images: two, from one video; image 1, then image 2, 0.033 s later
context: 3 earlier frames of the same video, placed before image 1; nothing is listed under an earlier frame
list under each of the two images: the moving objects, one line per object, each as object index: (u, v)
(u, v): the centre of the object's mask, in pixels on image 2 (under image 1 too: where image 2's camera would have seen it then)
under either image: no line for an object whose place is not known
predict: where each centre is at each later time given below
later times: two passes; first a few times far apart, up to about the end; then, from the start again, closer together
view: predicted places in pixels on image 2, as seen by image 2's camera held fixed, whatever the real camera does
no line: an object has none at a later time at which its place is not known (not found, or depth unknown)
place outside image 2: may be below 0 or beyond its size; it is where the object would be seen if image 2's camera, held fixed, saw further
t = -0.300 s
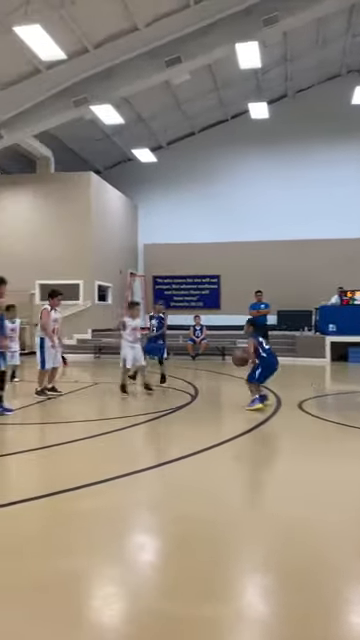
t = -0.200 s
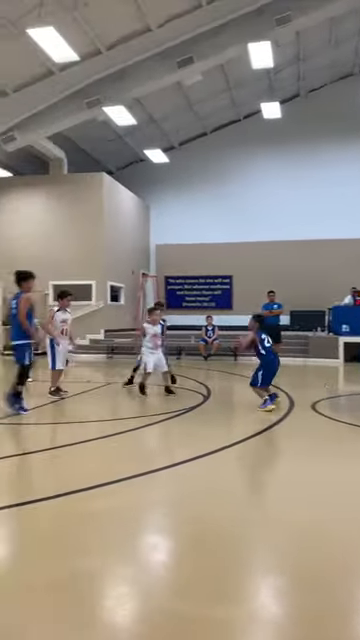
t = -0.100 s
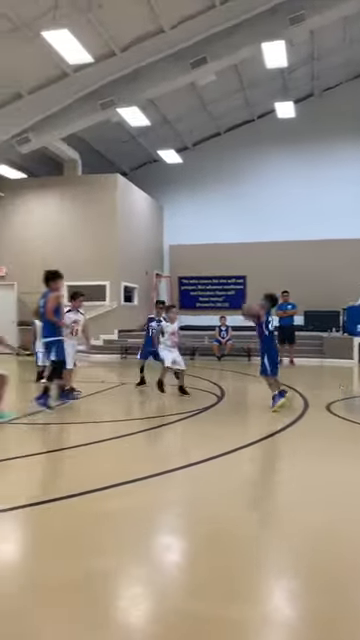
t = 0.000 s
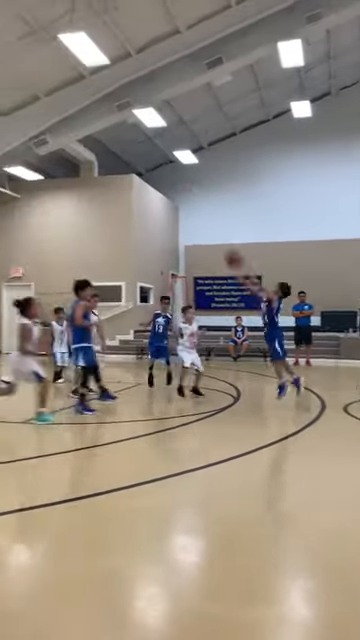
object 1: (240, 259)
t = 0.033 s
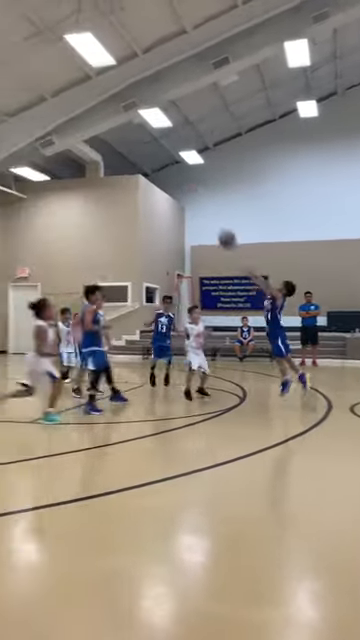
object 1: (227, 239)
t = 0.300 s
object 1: (131, 132)
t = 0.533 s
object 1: (56, 90)
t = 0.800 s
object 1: (-18, 95)
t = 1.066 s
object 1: (-87, 147)
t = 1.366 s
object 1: (-133, 234)
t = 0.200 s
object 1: (168, 166)
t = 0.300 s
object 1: (131, 132)
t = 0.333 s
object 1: (120, 122)
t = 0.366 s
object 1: (110, 115)
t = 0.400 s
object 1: (99, 110)
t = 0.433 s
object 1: (88, 103)
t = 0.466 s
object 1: (77, 97)
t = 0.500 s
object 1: (67, 94)
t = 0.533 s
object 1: (56, 90)
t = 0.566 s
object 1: (47, 88)
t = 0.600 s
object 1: (38, 86)
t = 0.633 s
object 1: (28, 85)
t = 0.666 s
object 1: (18, 86)
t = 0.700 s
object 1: (9, 87)
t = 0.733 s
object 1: (0, 88)
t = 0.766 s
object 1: (-9, 91)
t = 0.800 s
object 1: (-18, 95)
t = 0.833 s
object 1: (-27, 99)
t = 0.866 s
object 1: (-36, 103)
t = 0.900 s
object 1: (-44, 111)
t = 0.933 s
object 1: (-54, 116)
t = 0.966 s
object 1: (-63, 122)
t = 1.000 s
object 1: (-71, 130)
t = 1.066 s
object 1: (-87, 147)
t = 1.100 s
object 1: (-95, 156)
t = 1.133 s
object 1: (-103, 165)
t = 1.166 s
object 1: (-110, 175)
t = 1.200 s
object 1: (-118, 186)
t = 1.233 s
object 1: (-125, 197)
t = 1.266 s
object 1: (-132, 211)
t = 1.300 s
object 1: (-133, 219)
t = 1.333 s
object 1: (-133, 228)
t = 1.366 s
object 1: (-133, 234)
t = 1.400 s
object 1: (-132, 244)
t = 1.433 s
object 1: (-132, 253)
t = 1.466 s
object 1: (-132, 264)
